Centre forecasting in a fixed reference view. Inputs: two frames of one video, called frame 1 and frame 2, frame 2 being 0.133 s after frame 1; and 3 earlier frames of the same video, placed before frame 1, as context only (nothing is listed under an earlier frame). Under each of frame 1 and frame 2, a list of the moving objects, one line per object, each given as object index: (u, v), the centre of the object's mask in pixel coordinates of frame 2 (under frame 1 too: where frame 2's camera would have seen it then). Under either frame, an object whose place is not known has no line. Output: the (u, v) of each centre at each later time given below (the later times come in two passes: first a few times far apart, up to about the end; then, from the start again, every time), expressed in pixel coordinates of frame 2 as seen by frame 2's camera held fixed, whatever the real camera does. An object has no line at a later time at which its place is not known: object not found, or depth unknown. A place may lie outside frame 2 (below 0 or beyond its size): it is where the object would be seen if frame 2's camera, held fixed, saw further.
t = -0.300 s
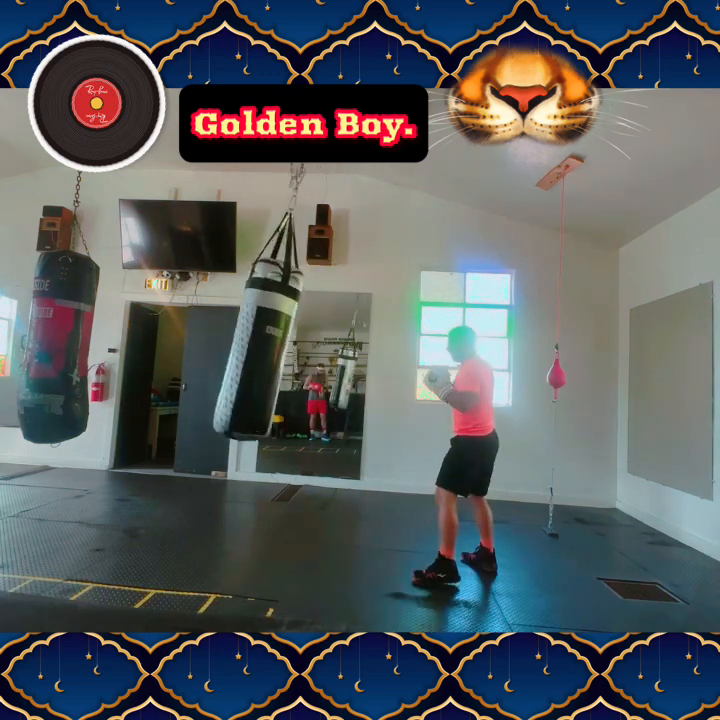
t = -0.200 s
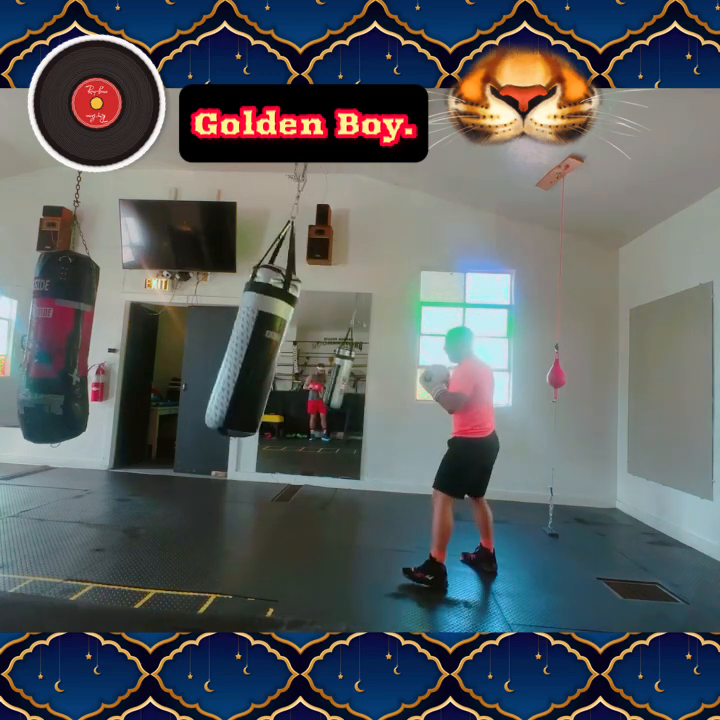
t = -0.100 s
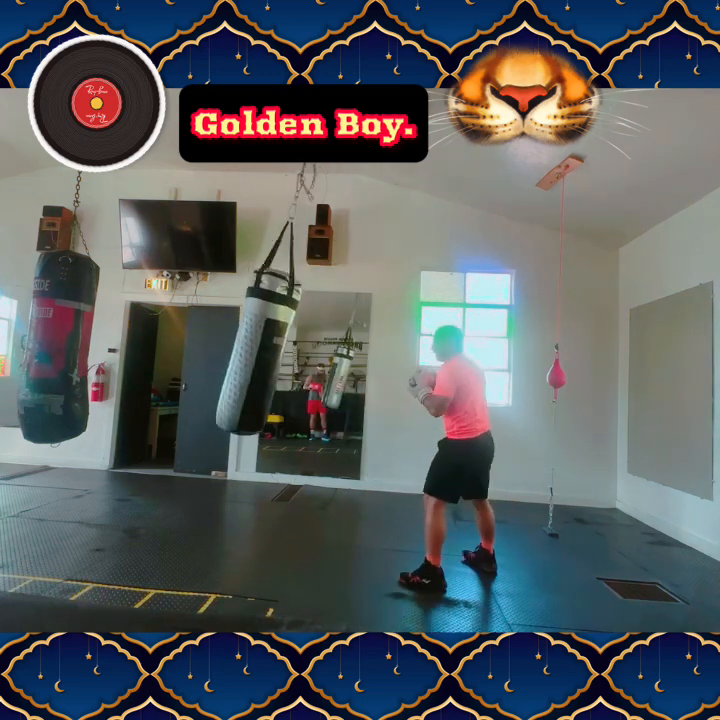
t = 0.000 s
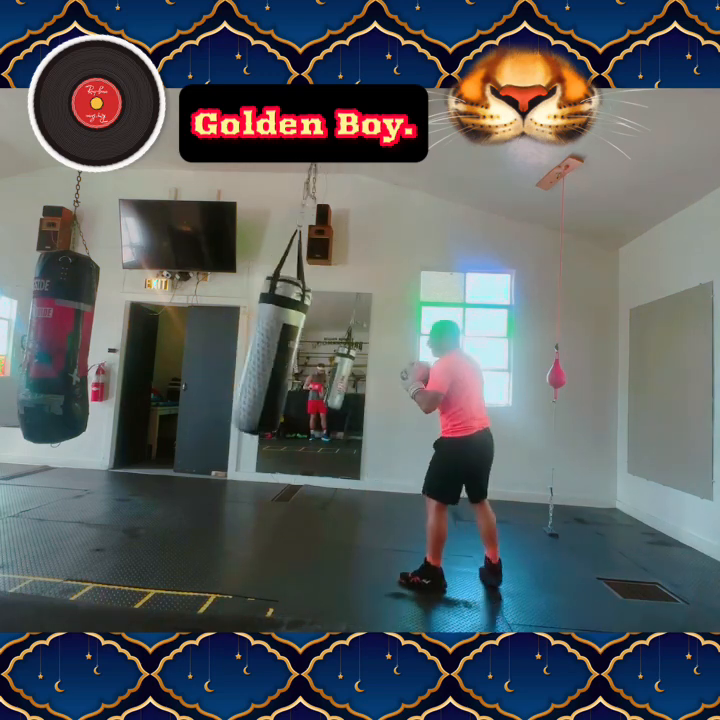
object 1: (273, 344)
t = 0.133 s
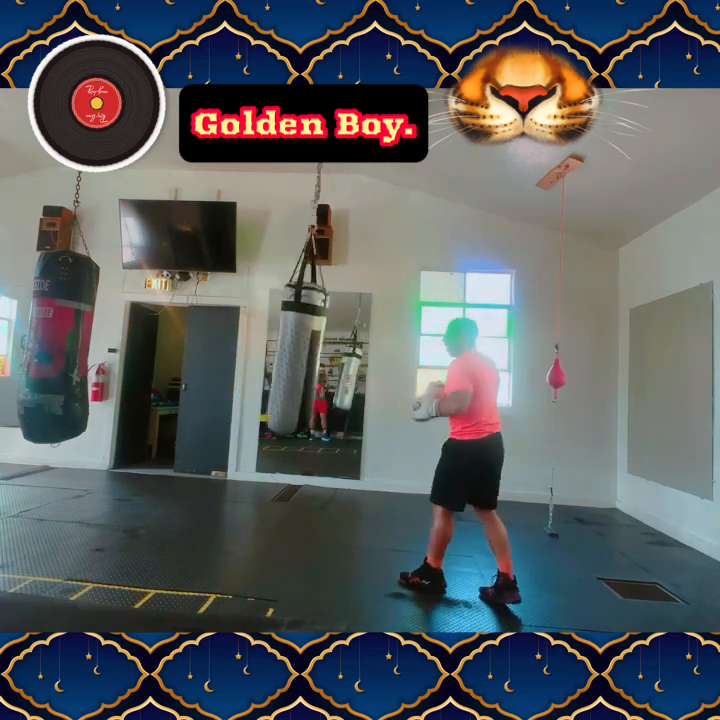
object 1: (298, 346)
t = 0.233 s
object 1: (320, 350)
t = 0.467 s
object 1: (362, 347)
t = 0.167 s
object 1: (305, 347)
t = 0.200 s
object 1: (312, 351)
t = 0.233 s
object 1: (320, 350)
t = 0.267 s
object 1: (327, 349)
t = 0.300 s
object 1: (334, 351)
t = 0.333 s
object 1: (341, 347)
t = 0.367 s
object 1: (347, 346)
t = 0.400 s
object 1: (352, 347)
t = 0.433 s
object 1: (357, 347)
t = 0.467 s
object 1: (362, 347)
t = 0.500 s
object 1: (366, 348)
